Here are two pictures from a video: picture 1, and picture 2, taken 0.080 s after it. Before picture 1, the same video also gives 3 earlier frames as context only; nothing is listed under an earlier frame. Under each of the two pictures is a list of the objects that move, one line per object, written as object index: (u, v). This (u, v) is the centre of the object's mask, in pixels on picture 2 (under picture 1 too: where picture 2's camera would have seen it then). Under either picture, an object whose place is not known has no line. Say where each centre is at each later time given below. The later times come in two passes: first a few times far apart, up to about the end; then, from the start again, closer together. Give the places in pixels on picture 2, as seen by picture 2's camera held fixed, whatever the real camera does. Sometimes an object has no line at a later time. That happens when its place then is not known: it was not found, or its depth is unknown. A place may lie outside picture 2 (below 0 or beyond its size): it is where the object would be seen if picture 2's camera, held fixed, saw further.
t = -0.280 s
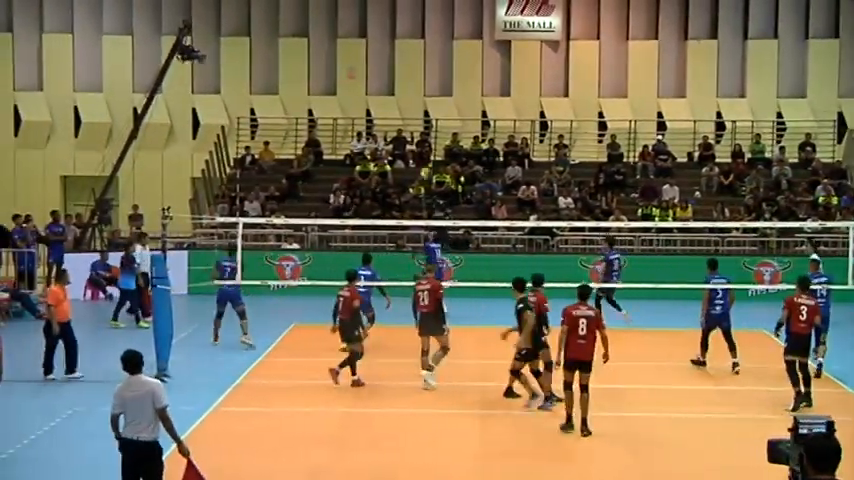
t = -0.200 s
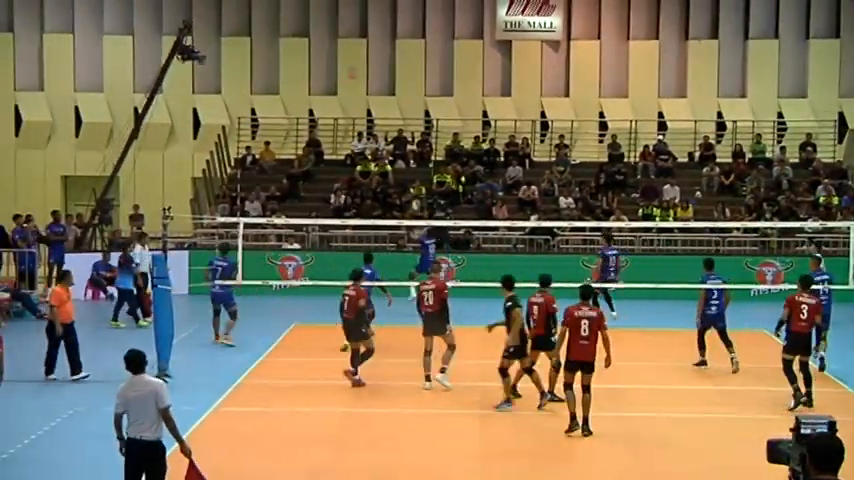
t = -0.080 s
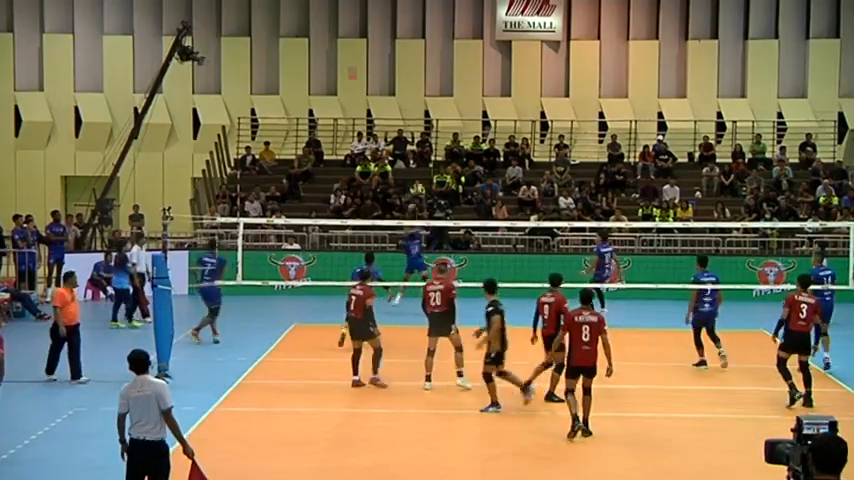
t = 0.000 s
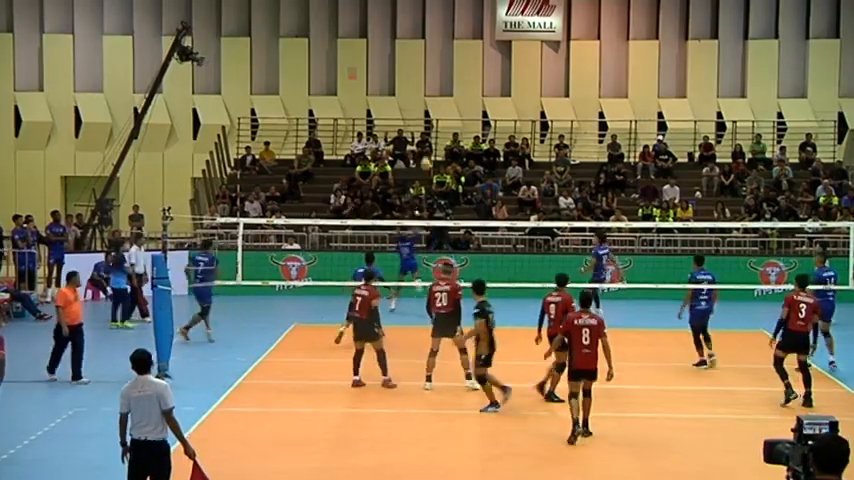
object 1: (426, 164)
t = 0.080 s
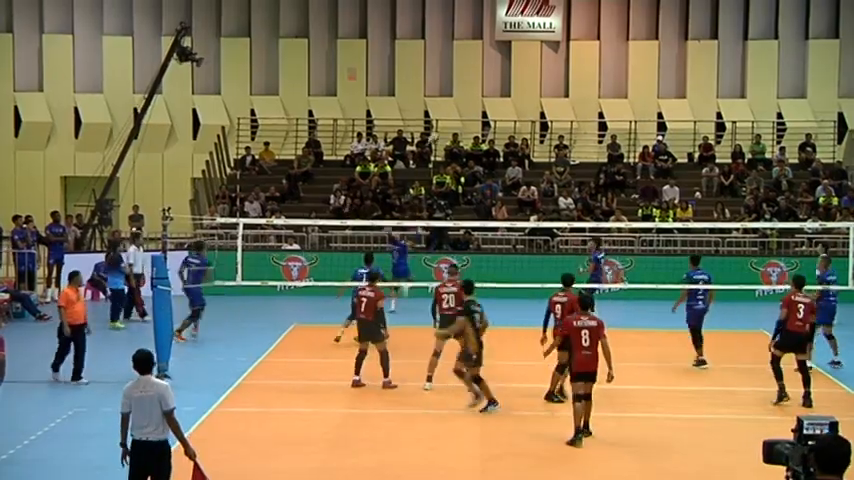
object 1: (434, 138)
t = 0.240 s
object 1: (450, 100)
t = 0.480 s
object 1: (475, 67)
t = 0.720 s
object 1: (501, 63)
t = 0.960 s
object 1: (528, 91)
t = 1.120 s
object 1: (544, 127)
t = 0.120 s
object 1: (436, 126)
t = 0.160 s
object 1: (441, 117)
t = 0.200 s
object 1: (445, 108)
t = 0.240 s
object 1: (450, 100)
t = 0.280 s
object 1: (453, 92)
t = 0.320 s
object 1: (457, 85)
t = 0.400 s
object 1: (466, 74)
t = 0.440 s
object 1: (471, 69)
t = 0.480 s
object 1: (475, 67)
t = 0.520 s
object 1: (479, 63)
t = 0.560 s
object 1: (483, 61)
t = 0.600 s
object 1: (487, 62)
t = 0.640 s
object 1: (493, 60)
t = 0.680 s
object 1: (498, 61)
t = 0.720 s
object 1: (501, 63)
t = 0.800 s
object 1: (510, 68)
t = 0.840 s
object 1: (514, 73)
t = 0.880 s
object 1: (519, 79)
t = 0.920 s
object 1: (524, 83)
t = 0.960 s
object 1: (528, 91)
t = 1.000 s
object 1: (532, 99)
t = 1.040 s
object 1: (537, 108)
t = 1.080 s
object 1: (540, 120)
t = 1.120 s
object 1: (544, 127)
